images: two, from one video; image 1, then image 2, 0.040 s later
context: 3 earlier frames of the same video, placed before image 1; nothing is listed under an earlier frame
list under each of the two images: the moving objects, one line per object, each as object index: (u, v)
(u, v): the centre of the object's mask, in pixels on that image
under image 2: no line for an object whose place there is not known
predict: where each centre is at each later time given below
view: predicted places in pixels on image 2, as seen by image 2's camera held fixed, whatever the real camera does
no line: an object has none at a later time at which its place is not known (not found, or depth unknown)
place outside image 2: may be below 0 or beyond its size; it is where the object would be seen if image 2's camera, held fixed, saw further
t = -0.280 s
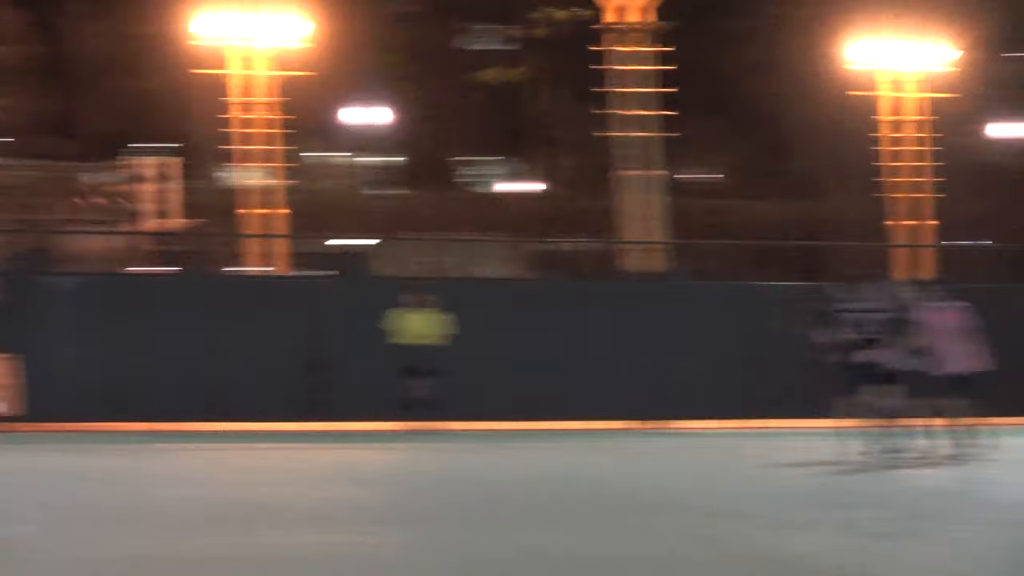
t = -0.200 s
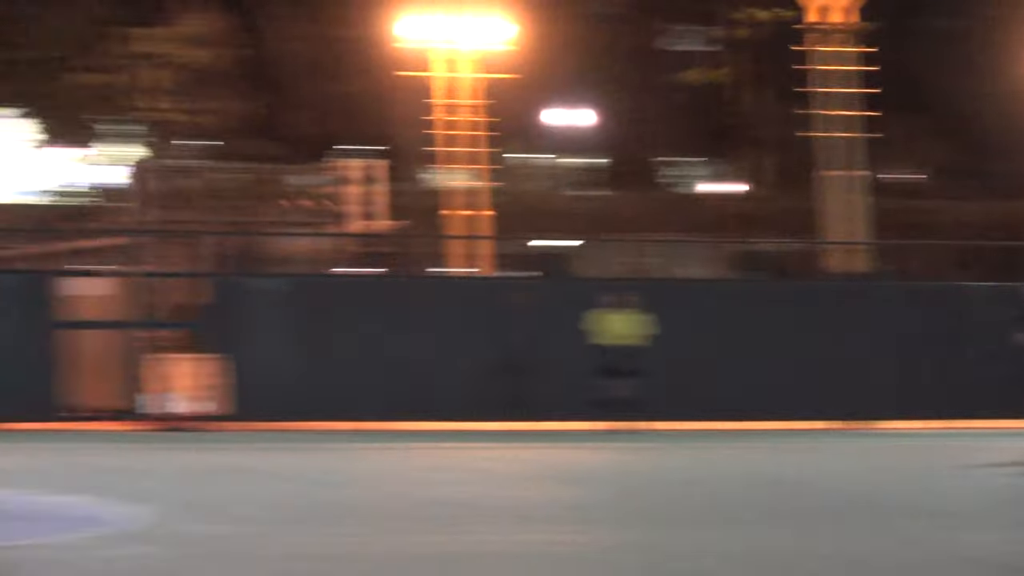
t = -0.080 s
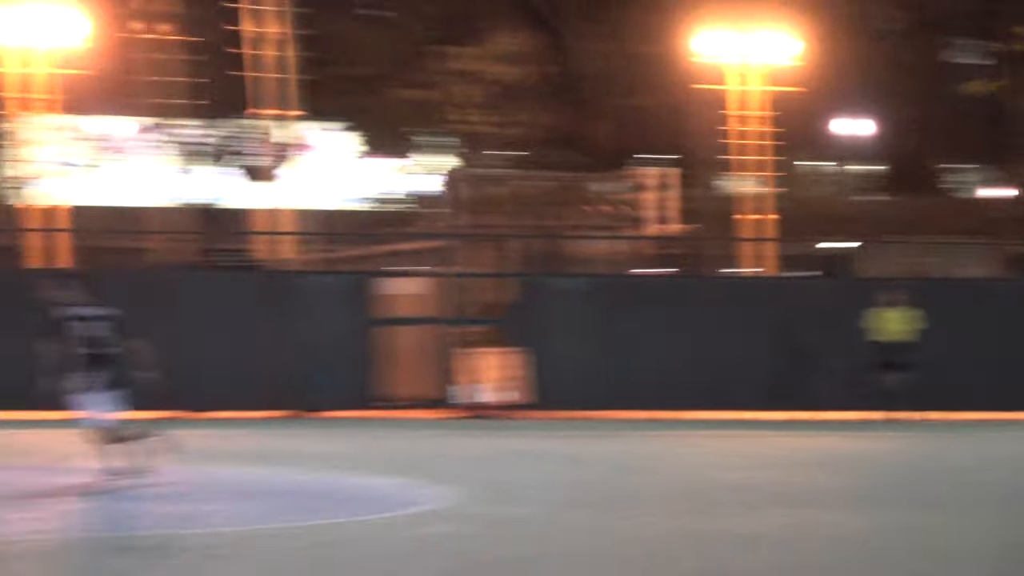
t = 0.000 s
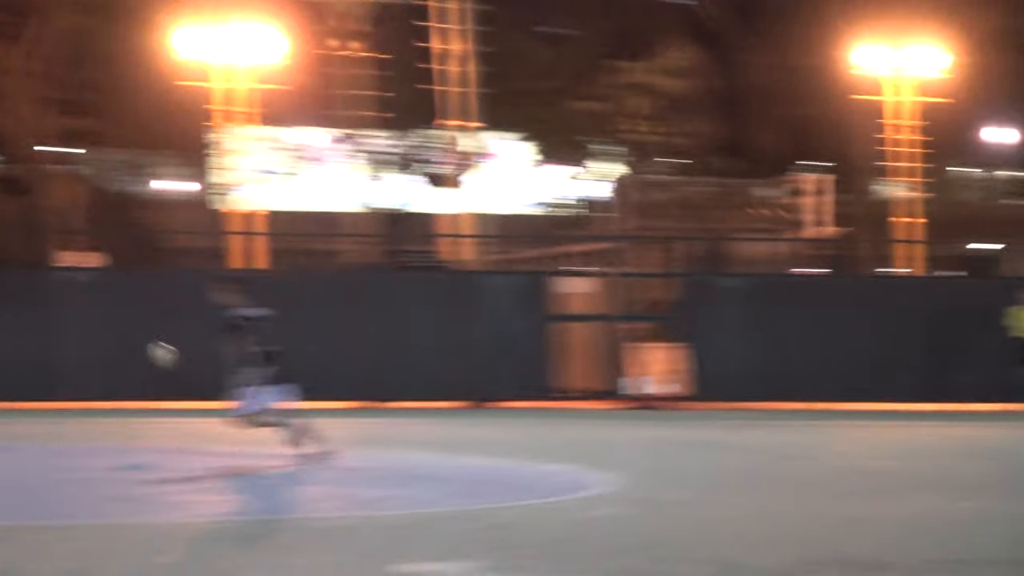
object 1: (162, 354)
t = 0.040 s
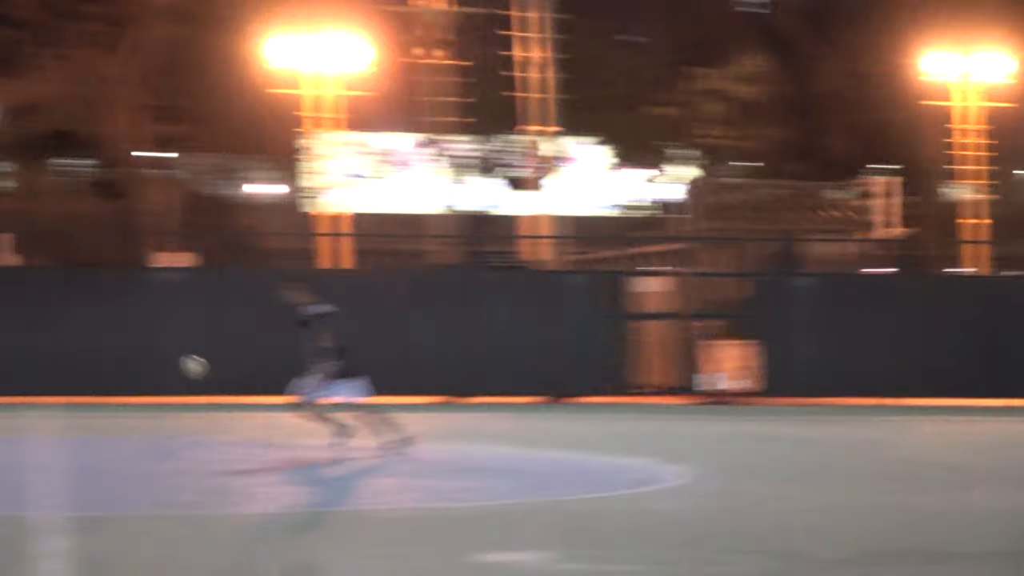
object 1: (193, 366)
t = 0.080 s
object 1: (133, 386)
